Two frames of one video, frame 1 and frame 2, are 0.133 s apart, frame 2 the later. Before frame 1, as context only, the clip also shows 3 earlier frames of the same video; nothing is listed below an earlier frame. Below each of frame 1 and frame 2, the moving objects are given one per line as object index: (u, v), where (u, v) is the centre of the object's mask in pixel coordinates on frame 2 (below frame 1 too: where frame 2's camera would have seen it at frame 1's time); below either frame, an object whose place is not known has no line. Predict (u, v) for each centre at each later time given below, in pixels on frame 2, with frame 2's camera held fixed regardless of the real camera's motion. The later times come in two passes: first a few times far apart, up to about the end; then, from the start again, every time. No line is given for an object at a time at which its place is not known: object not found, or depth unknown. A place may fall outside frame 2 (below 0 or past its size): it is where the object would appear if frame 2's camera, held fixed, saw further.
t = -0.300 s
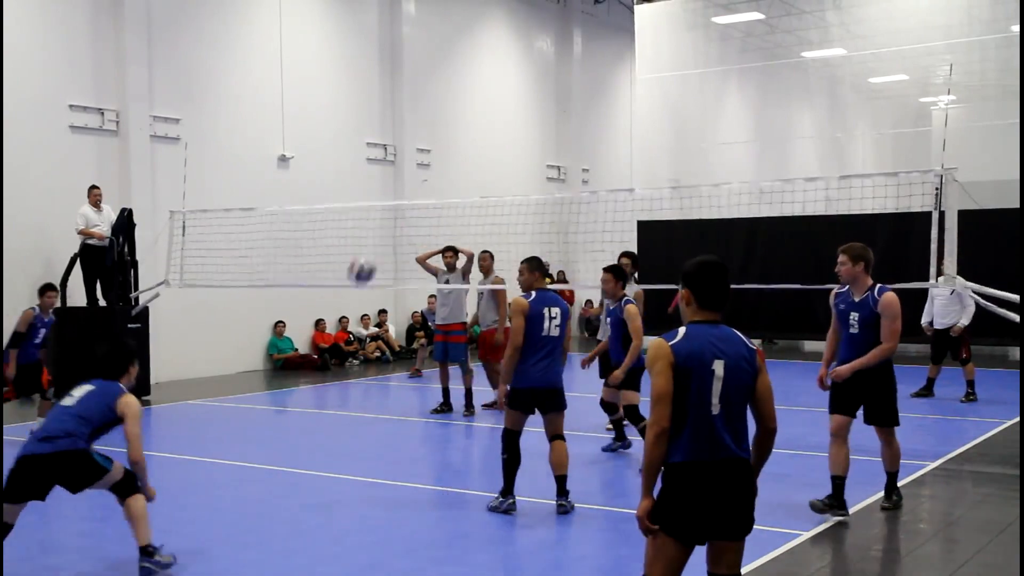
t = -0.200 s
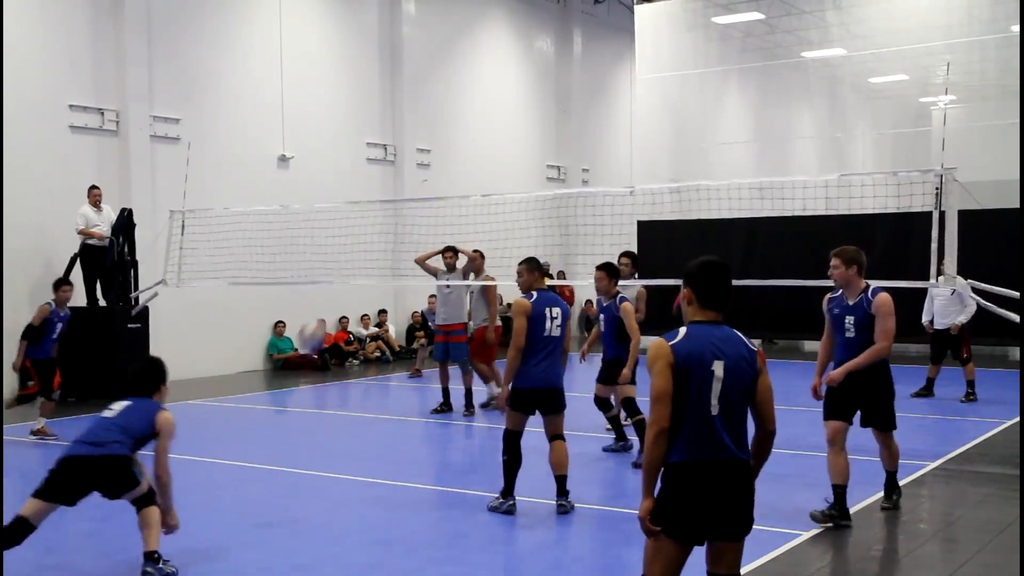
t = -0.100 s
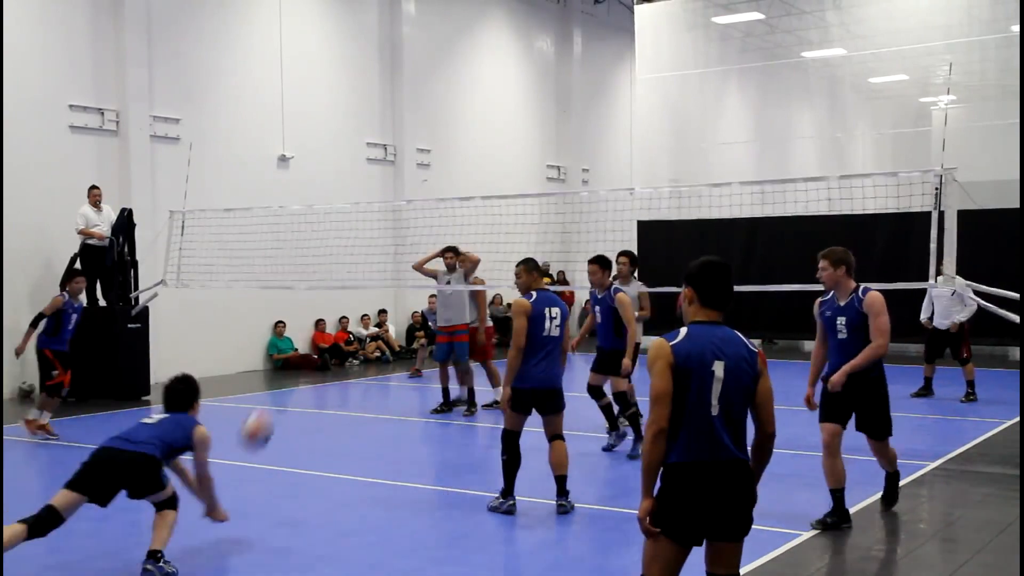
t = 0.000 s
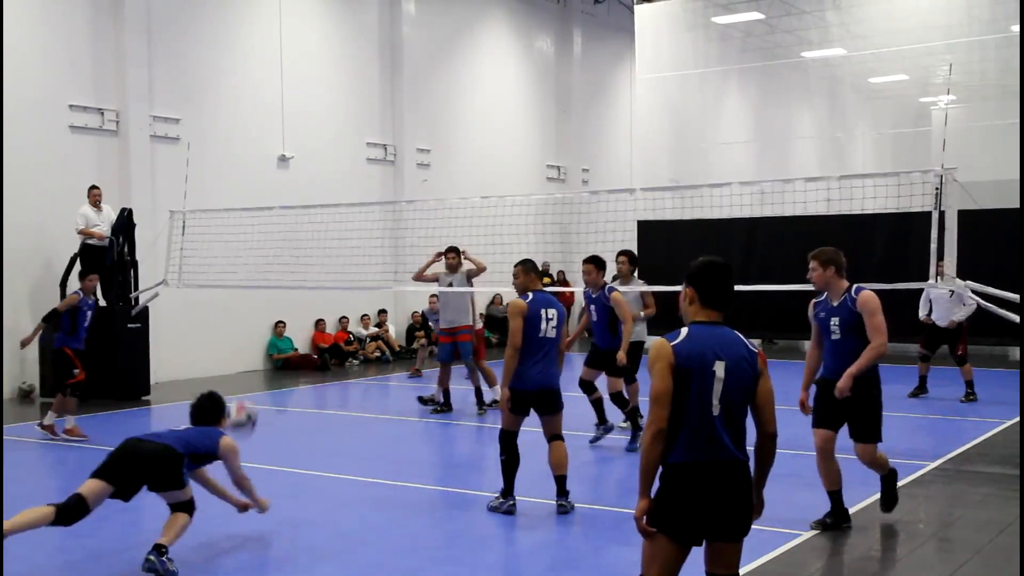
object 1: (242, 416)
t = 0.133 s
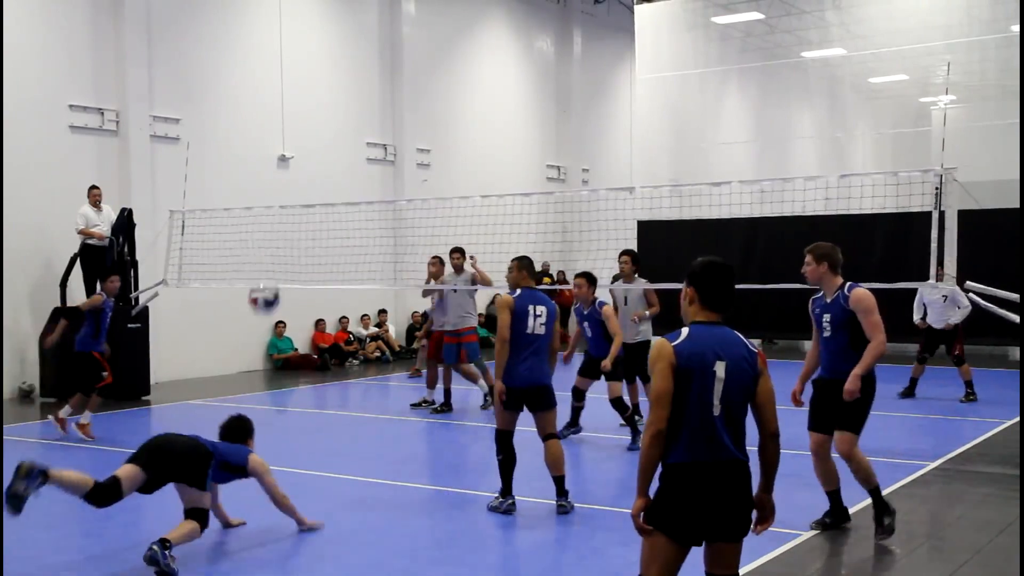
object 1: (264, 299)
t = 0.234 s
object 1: (280, 229)
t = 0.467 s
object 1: (311, 132)
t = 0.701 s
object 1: (339, 113)
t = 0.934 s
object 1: (364, 162)
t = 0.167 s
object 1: (269, 273)
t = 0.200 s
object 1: (276, 250)
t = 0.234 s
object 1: (280, 229)
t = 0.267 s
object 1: (285, 209)
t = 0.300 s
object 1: (289, 194)
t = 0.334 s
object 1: (294, 176)
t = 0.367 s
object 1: (298, 163)
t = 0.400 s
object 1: (303, 151)
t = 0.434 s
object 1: (307, 141)
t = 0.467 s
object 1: (311, 132)
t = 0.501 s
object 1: (316, 125)
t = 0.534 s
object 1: (320, 119)
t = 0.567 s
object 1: (324, 115)
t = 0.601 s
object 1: (327, 113)
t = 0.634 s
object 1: (332, 112)
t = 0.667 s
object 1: (336, 112)
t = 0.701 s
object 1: (339, 113)
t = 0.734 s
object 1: (343, 116)
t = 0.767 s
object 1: (346, 121)
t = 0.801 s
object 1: (350, 127)
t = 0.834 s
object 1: (354, 134)
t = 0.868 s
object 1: (357, 141)
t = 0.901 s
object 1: (361, 152)
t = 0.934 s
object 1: (364, 162)
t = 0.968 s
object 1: (369, 173)
